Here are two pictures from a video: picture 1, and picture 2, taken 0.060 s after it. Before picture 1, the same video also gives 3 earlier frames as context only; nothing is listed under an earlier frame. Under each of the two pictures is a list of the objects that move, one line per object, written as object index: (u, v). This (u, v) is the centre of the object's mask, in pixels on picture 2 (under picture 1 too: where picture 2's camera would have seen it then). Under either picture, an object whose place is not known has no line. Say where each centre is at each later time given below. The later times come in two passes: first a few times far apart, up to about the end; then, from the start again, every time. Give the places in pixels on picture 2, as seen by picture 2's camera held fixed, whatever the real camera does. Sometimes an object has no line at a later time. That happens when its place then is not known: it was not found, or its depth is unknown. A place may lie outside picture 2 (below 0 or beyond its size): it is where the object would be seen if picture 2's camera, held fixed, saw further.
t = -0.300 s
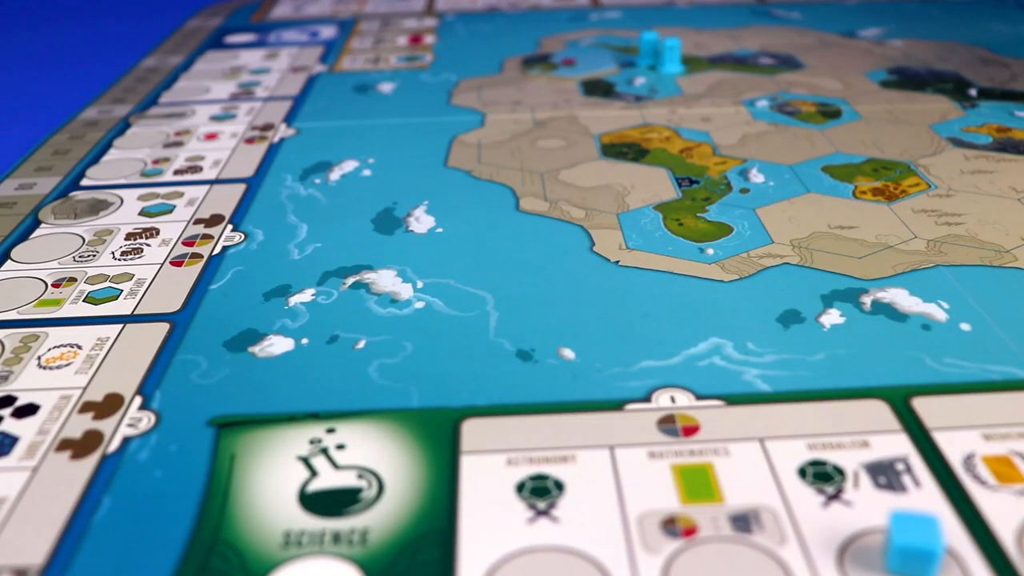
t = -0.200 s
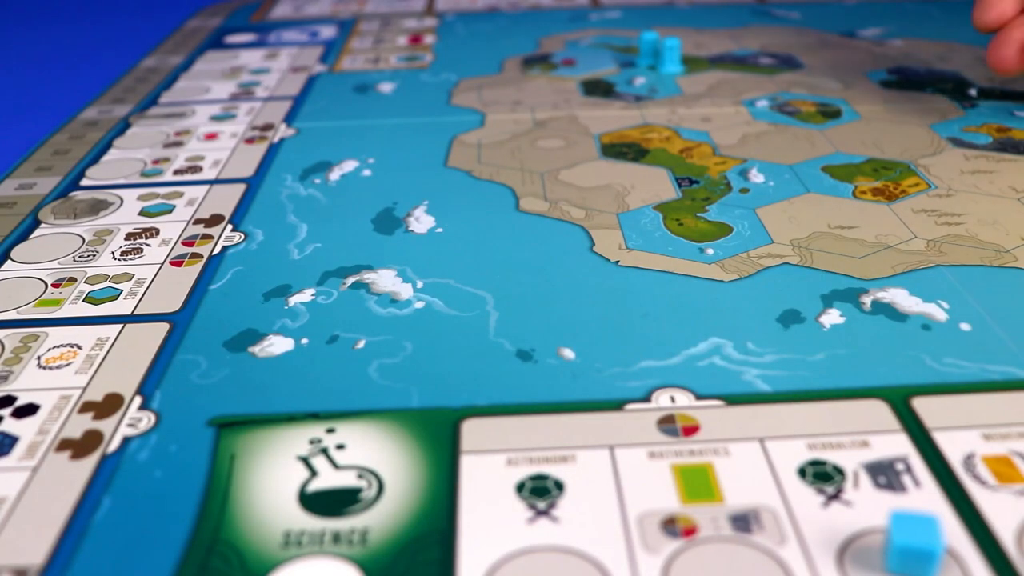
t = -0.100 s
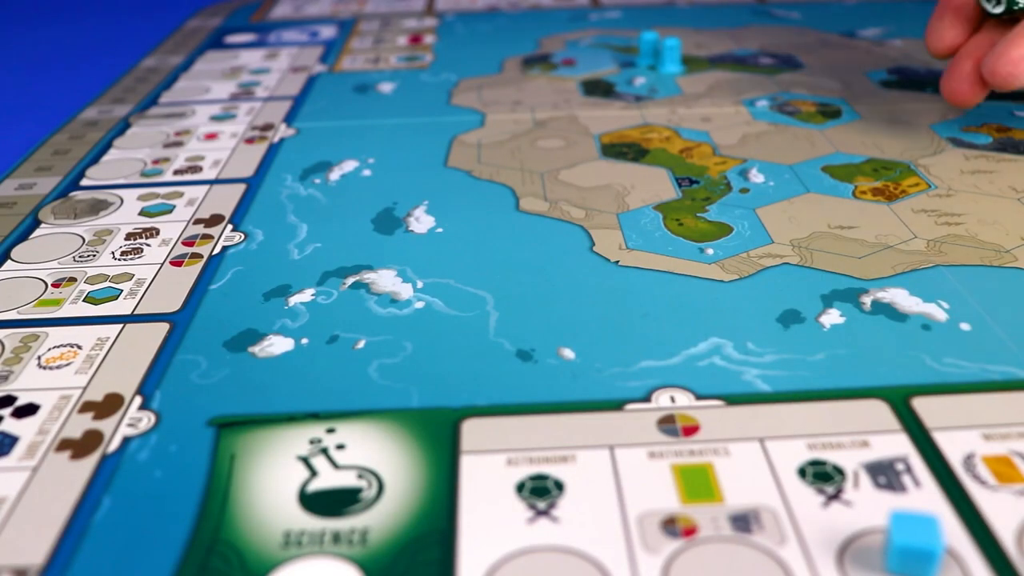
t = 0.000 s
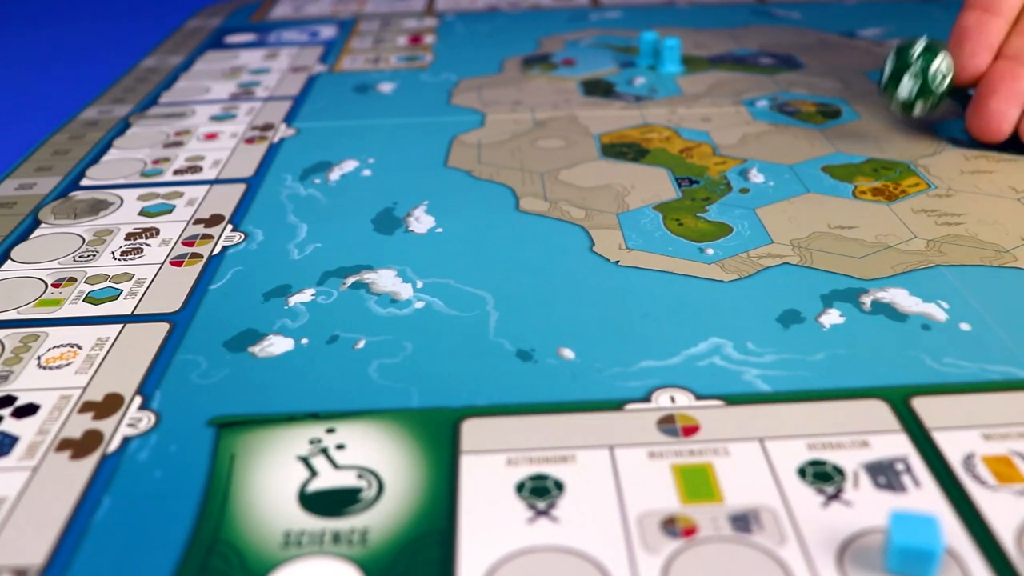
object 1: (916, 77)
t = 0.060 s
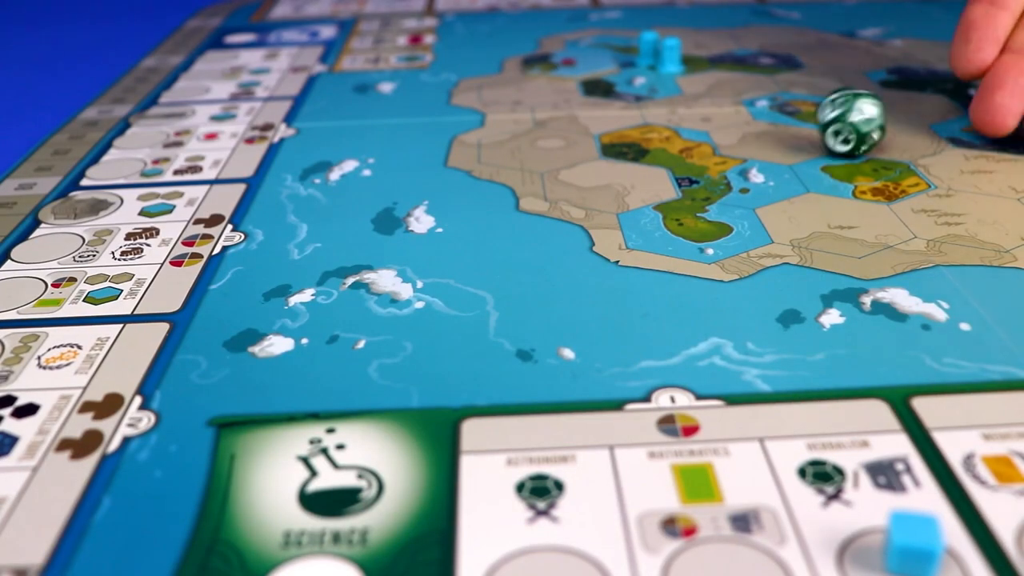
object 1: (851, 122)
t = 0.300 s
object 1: (578, 154)
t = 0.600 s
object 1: (297, 219)
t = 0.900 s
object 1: (232, 297)
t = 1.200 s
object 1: (232, 297)
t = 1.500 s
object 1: (232, 297)
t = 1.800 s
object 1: (232, 297)
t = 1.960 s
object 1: (232, 297)
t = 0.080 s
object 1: (828, 120)
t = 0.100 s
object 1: (803, 125)
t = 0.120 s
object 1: (780, 128)
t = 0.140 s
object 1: (755, 131)
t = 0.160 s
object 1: (732, 134)
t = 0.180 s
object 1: (708, 135)
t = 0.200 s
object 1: (684, 138)
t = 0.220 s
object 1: (662, 142)
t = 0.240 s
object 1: (640, 144)
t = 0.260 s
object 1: (620, 147)
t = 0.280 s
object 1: (600, 151)
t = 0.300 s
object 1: (578, 154)
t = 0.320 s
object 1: (558, 157)
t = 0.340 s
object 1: (537, 160)
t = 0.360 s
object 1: (516, 166)
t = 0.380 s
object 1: (496, 166)
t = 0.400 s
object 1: (476, 169)
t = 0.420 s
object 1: (458, 174)
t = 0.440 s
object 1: (440, 182)
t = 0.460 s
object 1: (422, 184)
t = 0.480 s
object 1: (401, 186)
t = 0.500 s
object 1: (383, 194)
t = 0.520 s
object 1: (365, 196)
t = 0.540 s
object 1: (346, 200)
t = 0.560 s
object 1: (330, 208)
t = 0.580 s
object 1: (313, 210)
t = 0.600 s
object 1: (297, 219)
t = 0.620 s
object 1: (283, 227)
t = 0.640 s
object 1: (271, 230)
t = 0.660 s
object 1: (260, 238)
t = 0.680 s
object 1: (252, 249)
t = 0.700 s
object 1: (244, 252)
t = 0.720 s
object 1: (238, 258)
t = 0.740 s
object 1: (232, 264)
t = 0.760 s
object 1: (228, 269)
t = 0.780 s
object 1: (226, 276)
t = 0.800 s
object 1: (226, 282)
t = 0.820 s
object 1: (227, 285)
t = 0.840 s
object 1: (230, 289)
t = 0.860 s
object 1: (232, 294)
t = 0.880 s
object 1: (233, 296)
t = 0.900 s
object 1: (232, 297)
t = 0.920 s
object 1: (232, 297)
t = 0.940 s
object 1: (232, 297)
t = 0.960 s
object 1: (232, 297)
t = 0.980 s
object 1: (232, 297)
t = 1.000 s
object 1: (232, 297)
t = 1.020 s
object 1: (232, 297)
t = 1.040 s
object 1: (232, 297)
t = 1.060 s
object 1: (232, 297)
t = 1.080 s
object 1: (232, 297)
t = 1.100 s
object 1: (232, 297)
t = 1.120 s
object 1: (232, 297)
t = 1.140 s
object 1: (232, 297)
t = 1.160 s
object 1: (232, 297)
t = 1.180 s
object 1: (232, 297)
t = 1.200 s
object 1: (232, 297)
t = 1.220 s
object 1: (232, 297)
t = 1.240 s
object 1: (232, 297)
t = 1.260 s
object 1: (232, 297)
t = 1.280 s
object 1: (232, 297)
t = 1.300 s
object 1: (232, 297)
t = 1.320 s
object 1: (232, 297)
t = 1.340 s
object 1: (232, 297)
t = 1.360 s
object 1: (232, 297)
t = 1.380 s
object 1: (232, 297)
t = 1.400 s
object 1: (232, 297)
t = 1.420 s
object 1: (232, 297)
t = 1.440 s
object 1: (232, 297)
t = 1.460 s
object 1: (232, 297)
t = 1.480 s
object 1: (232, 297)
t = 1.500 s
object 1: (232, 297)
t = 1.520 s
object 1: (232, 297)
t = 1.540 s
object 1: (232, 297)
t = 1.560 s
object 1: (232, 297)
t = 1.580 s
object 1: (232, 297)
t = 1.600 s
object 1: (232, 297)
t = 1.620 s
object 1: (232, 297)
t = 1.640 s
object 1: (232, 297)
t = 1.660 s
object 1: (232, 297)
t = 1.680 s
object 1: (232, 297)
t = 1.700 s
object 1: (232, 297)
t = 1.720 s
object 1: (232, 297)
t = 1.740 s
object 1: (232, 297)
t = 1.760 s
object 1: (232, 297)
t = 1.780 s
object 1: (232, 297)
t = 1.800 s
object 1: (232, 297)
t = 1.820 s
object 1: (232, 297)
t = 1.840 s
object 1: (232, 297)
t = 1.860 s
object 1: (232, 297)
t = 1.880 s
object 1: (232, 297)
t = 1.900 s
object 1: (232, 297)
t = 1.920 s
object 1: (232, 297)
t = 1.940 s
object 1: (232, 297)
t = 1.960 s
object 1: (232, 297)
